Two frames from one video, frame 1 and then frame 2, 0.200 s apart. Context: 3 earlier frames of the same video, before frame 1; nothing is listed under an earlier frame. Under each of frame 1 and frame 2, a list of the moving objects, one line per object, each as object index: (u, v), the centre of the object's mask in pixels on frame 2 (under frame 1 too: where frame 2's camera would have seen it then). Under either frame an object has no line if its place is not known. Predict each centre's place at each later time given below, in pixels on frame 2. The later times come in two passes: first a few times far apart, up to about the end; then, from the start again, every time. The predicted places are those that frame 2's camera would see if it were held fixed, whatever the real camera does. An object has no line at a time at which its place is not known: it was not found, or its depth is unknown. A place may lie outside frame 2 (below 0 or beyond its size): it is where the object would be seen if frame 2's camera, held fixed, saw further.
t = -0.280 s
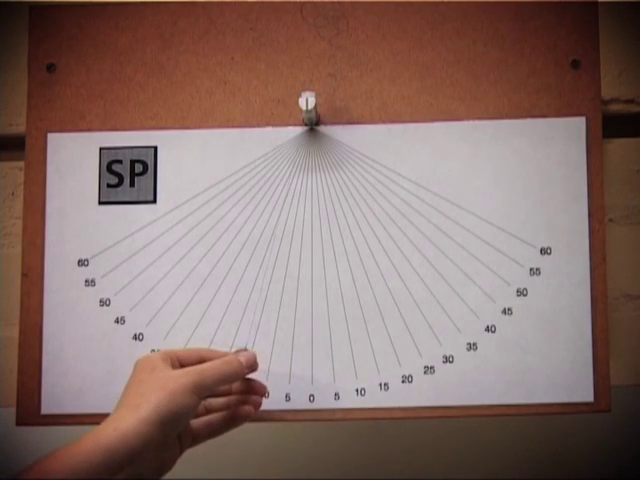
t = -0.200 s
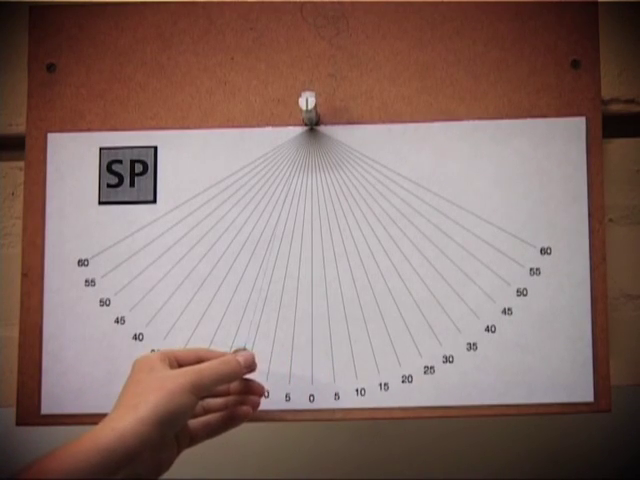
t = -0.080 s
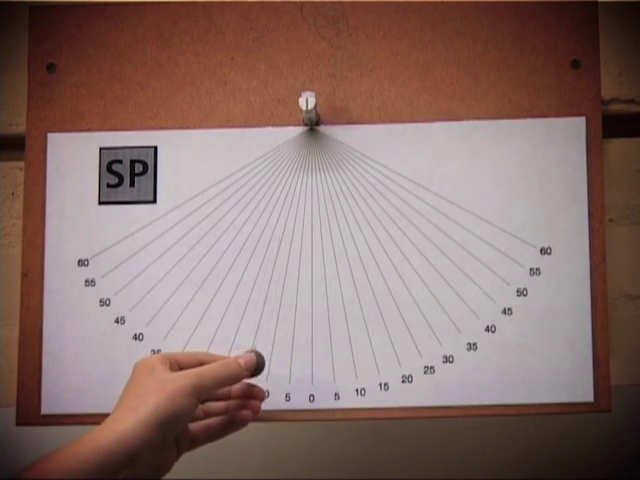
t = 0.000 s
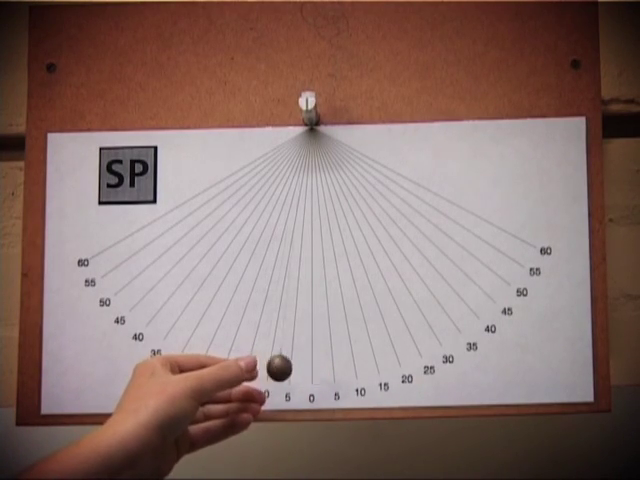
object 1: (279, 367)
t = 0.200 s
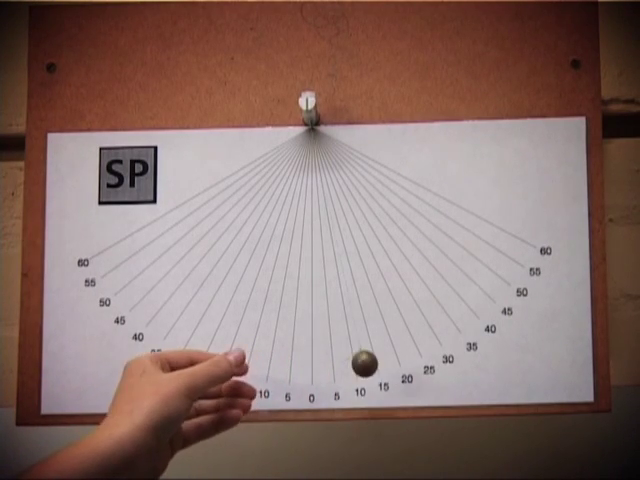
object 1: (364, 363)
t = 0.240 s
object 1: (373, 361)
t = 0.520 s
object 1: (304, 368)
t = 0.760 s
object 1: (245, 361)
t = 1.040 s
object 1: (350, 366)
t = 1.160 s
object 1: (376, 360)
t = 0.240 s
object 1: (373, 361)
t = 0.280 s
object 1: (377, 360)
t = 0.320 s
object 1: (375, 360)
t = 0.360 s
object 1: (368, 362)
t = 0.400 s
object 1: (357, 364)
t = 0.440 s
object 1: (341, 367)
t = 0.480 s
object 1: (323, 368)
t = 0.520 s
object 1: (304, 368)
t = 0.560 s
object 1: (286, 368)
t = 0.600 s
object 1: (269, 366)
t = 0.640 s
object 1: (256, 364)
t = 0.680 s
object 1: (247, 362)
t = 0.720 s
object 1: (244, 361)
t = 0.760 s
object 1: (245, 361)
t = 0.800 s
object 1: (251, 363)
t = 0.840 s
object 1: (263, 365)
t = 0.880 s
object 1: (278, 368)
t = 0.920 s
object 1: (296, 369)
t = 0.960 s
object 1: (315, 369)
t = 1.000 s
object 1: (334, 368)
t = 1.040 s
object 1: (350, 366)
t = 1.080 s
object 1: (363, 363)
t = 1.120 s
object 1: (372, 361)
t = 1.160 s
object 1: (376, 360)
